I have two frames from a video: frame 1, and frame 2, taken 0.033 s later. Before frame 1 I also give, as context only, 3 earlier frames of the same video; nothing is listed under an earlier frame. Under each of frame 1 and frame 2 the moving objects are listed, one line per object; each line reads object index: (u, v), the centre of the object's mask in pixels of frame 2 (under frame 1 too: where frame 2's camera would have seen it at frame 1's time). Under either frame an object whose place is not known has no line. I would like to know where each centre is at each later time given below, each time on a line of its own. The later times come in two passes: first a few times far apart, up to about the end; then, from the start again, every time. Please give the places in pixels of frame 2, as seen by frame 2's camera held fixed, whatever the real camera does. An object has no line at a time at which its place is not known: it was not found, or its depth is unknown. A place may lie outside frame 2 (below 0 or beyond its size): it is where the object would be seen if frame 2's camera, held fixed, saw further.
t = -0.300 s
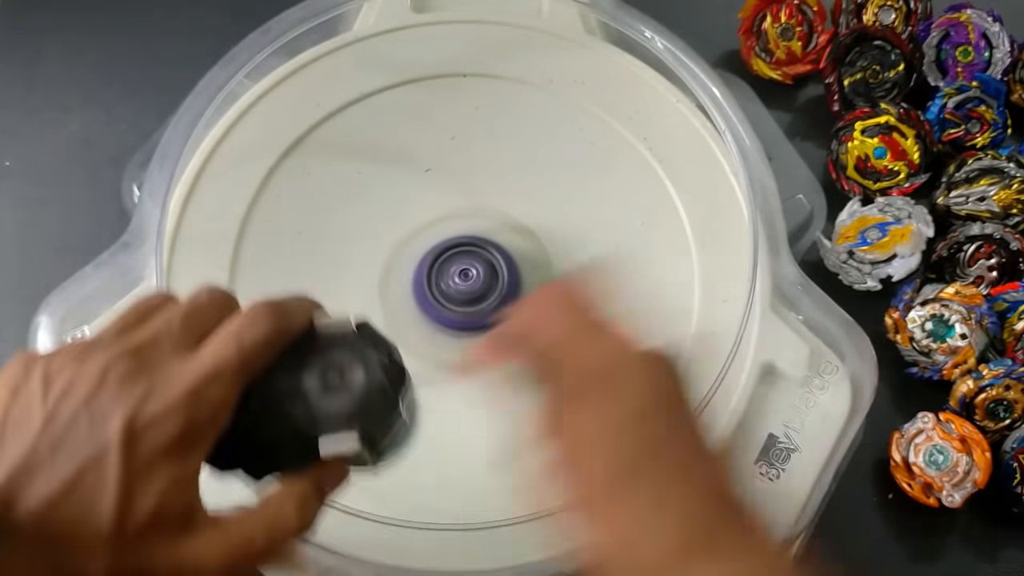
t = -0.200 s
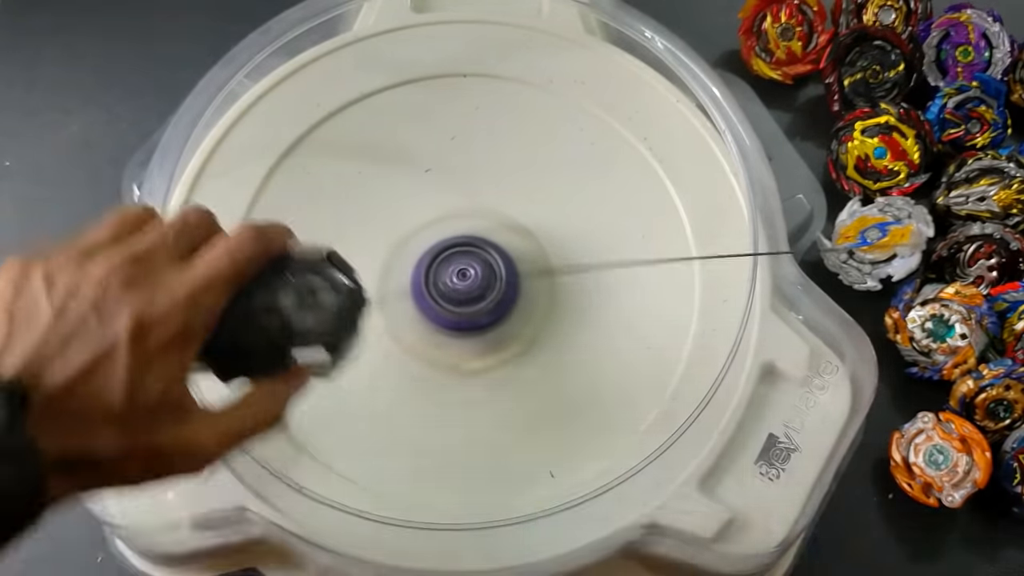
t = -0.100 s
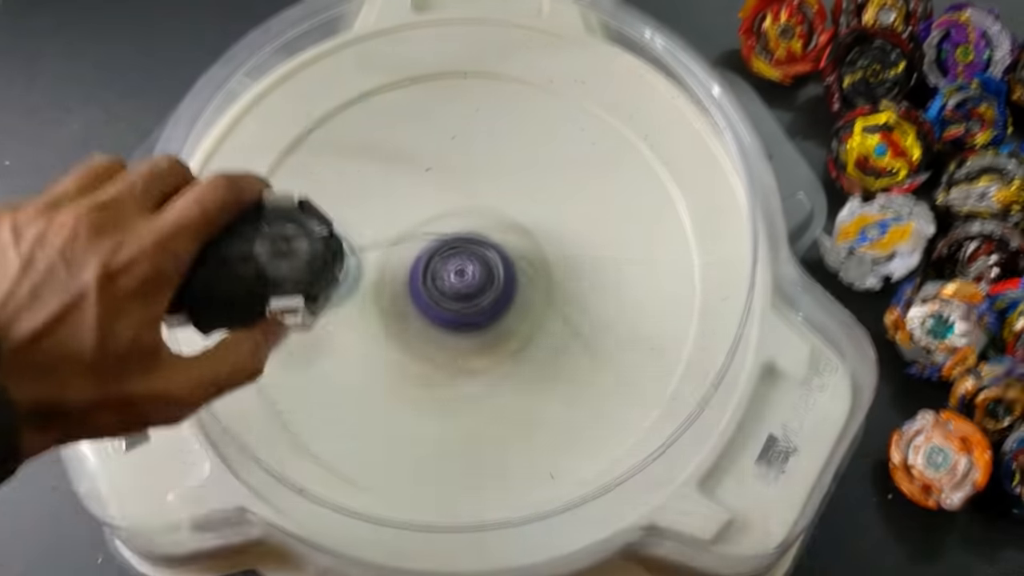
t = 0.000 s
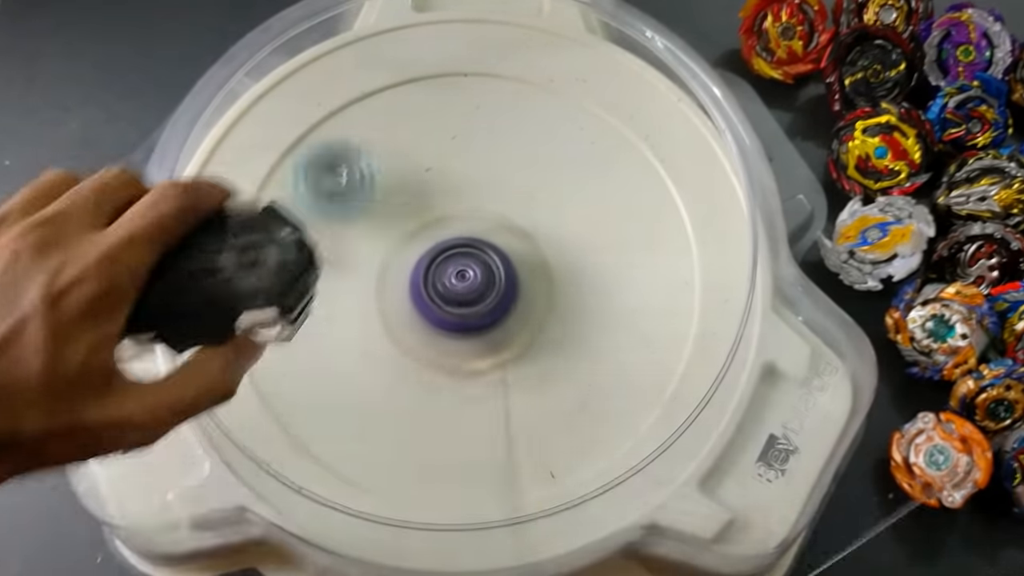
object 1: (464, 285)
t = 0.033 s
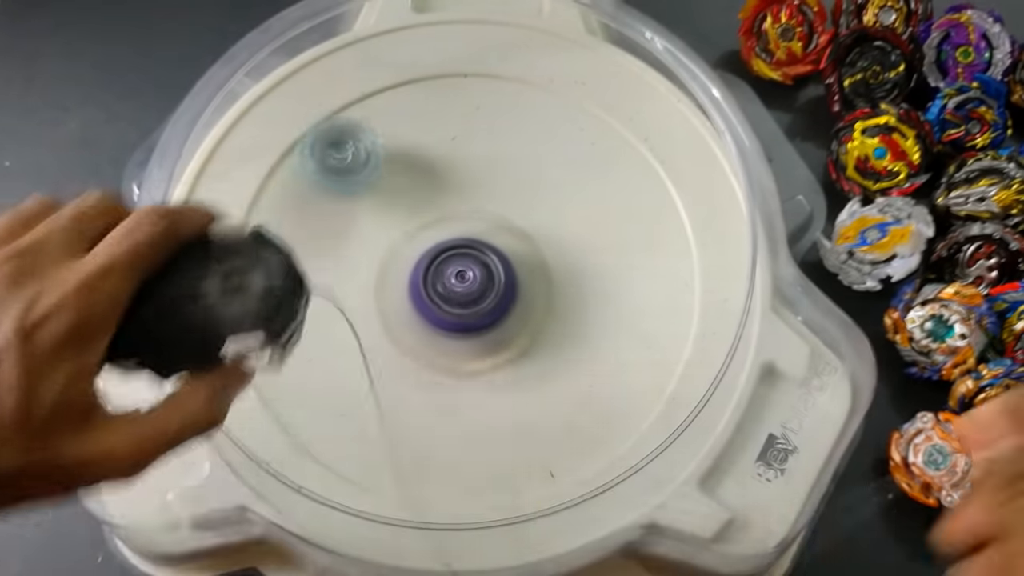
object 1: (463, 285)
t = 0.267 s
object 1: (456, 286)
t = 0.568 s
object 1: (455, 290)
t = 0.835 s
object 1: (447, 279)
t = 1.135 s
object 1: (427, 300)
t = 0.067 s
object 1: (462, 286)
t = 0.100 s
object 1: (461, 287)
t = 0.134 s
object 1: (459, 286)
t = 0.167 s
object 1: (458, 287)
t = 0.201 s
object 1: (458, 286)
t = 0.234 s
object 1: (457, 286)
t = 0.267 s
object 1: (456, 286)
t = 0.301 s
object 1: (456, 285)
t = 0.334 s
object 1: (455, 285)
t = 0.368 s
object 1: (455, 285)
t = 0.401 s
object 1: (456, 290)
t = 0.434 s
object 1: (457, 292)
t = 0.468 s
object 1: (457, 292)
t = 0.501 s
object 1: (456, 292)
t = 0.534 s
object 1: (455, 291)
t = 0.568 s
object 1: (455, 290)
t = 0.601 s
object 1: (454, 288)
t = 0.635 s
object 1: (452, 287)
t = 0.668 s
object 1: (451, 286)
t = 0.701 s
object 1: (450, 284)
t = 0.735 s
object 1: (449, 283)
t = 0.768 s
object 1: (449, 281)
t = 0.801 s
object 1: (448, 280)
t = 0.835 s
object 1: (447, 279)
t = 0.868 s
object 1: (446, 278)
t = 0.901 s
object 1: (445, 277)
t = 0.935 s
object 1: (445, 277)
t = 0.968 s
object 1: (444, 275)
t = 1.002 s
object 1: (443, 274)
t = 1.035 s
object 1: (442, 274)
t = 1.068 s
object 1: (435, 283)
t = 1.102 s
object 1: (431, 293)
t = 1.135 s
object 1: (427, 300)
